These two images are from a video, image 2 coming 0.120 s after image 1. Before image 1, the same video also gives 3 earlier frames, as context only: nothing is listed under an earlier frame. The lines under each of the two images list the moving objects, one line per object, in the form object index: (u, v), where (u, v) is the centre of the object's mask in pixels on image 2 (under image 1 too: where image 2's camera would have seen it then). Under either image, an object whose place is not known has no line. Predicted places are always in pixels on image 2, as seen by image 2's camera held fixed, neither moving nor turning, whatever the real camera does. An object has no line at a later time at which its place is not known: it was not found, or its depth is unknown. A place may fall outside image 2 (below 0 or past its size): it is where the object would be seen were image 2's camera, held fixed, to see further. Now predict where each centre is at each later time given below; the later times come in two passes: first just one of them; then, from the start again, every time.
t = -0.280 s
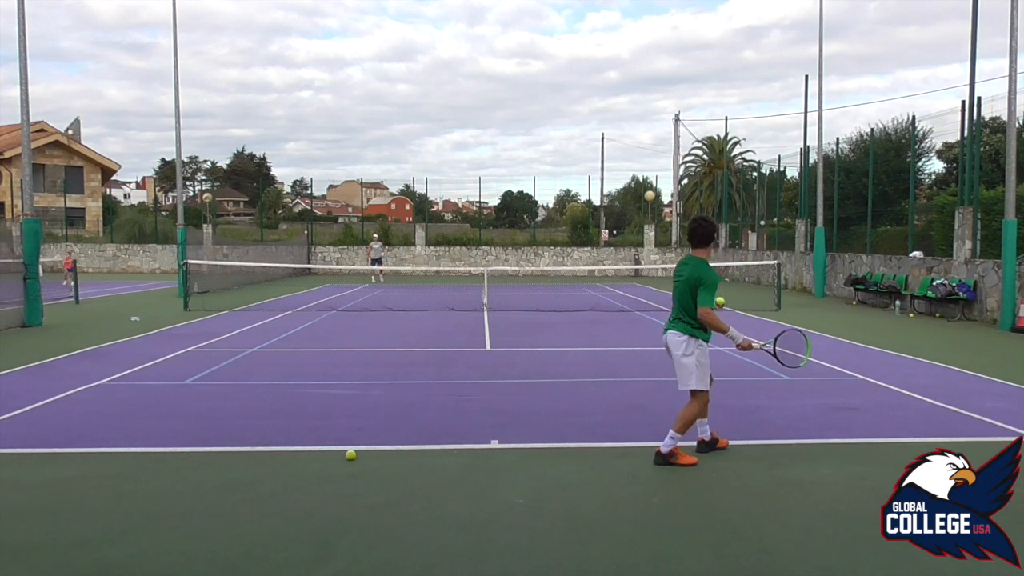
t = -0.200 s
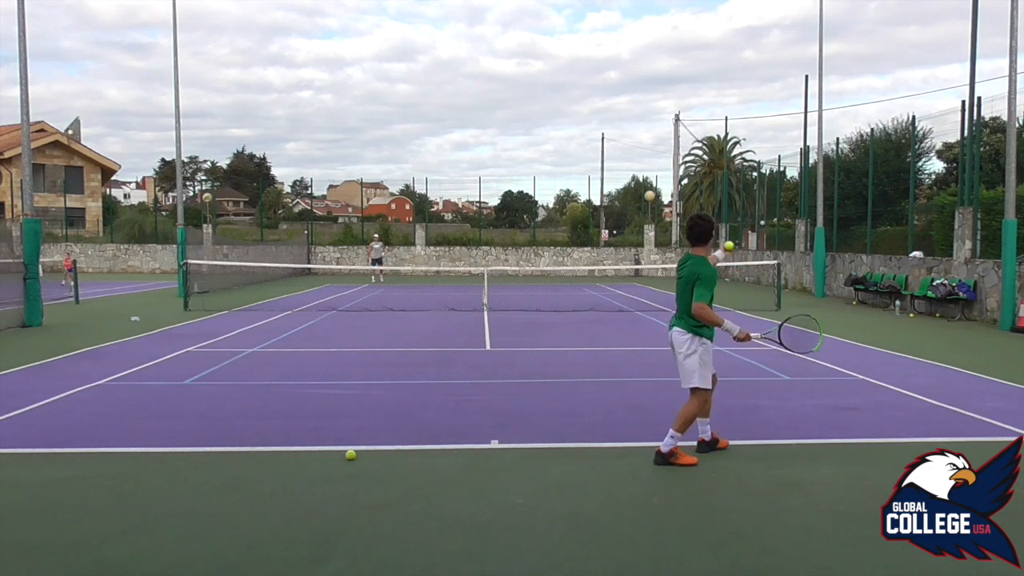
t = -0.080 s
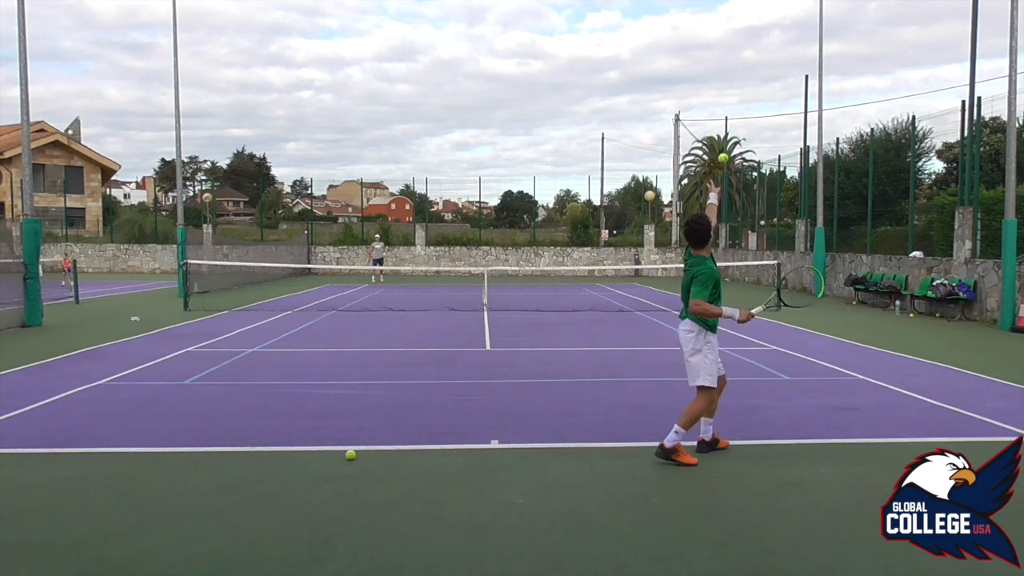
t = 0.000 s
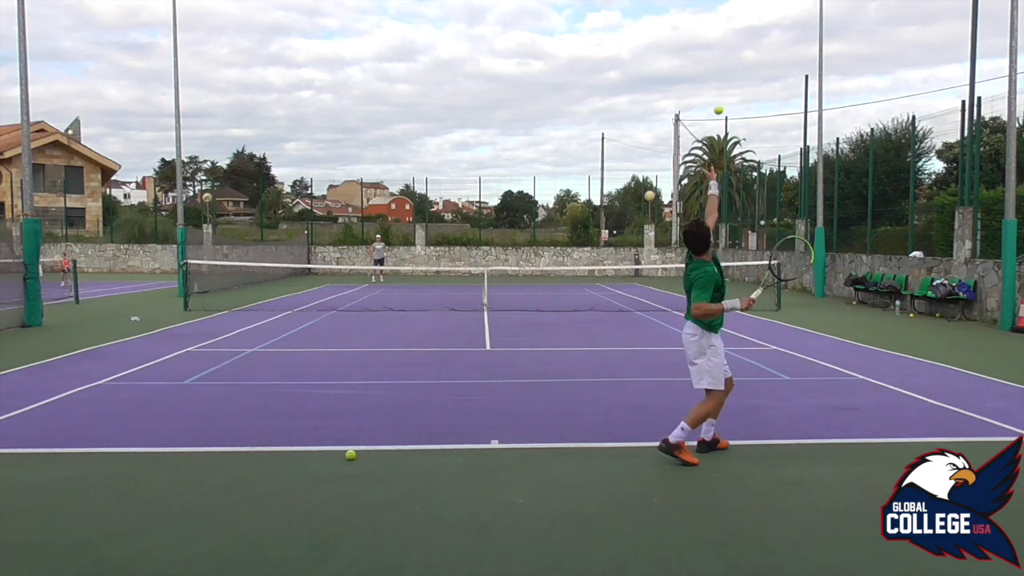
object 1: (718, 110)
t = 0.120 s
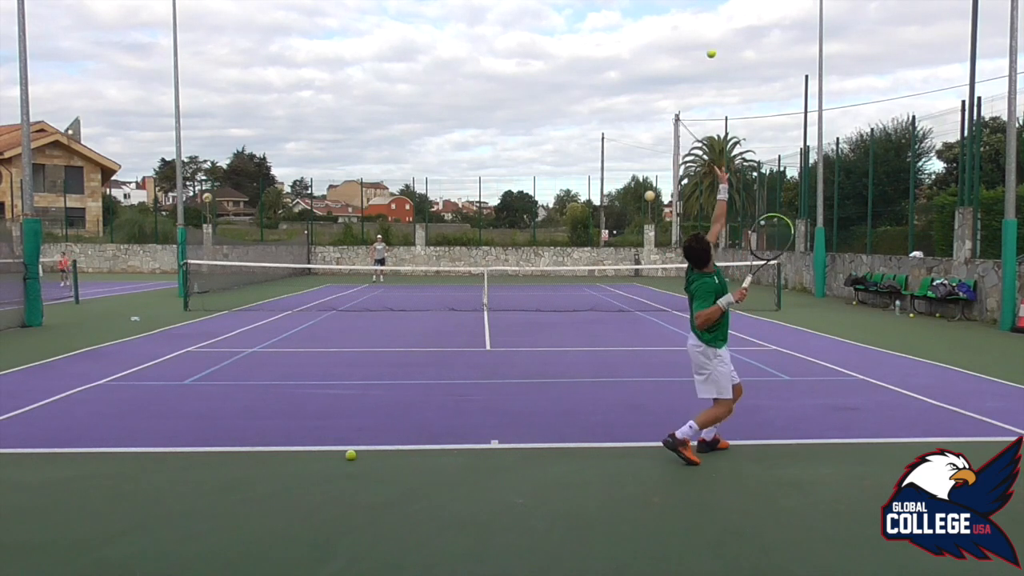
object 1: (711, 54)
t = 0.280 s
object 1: (701, 7)
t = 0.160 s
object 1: (708, 38)
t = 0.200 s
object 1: (706, 26)
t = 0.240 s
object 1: (703, 16)
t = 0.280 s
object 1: (701, 7)
